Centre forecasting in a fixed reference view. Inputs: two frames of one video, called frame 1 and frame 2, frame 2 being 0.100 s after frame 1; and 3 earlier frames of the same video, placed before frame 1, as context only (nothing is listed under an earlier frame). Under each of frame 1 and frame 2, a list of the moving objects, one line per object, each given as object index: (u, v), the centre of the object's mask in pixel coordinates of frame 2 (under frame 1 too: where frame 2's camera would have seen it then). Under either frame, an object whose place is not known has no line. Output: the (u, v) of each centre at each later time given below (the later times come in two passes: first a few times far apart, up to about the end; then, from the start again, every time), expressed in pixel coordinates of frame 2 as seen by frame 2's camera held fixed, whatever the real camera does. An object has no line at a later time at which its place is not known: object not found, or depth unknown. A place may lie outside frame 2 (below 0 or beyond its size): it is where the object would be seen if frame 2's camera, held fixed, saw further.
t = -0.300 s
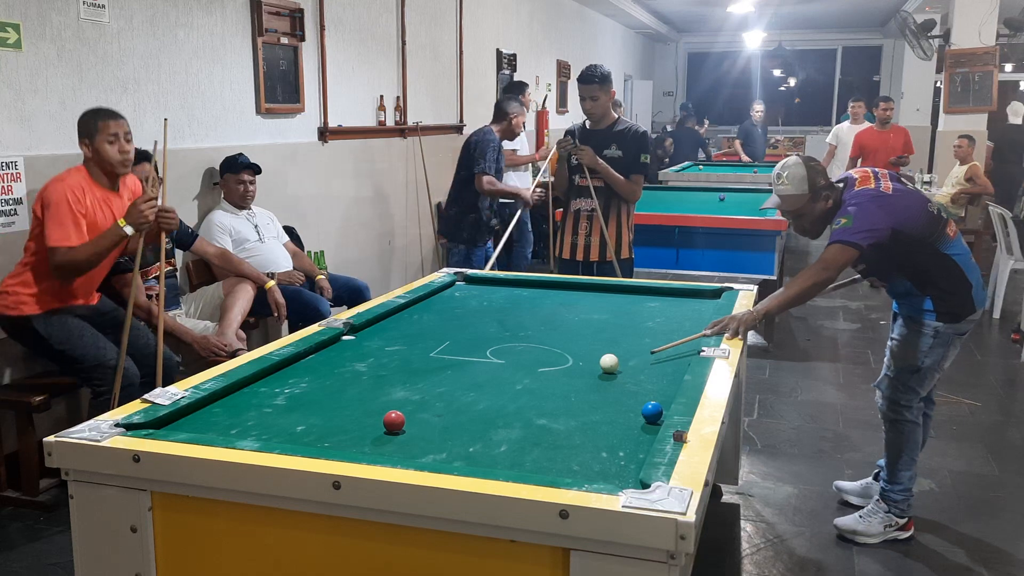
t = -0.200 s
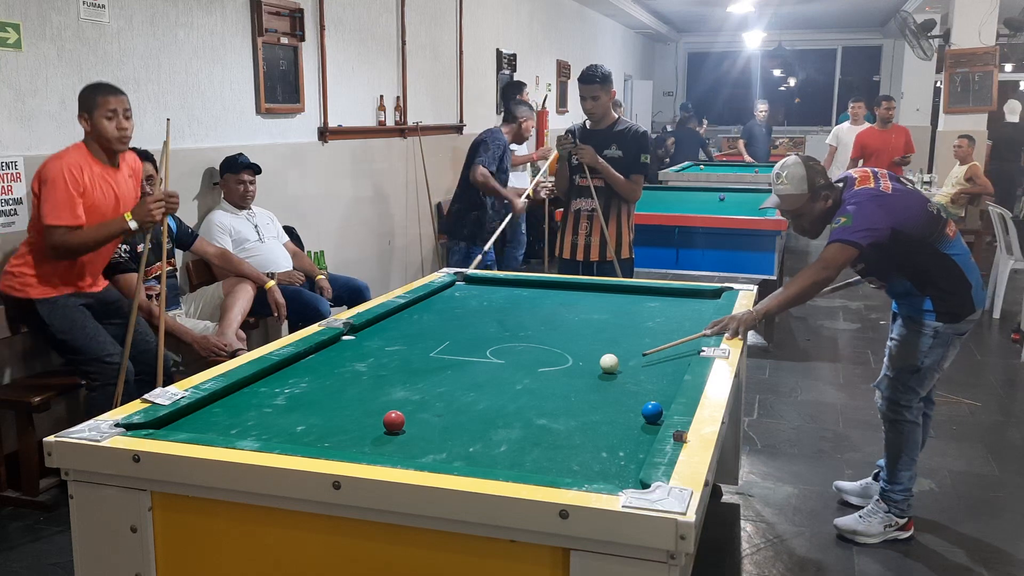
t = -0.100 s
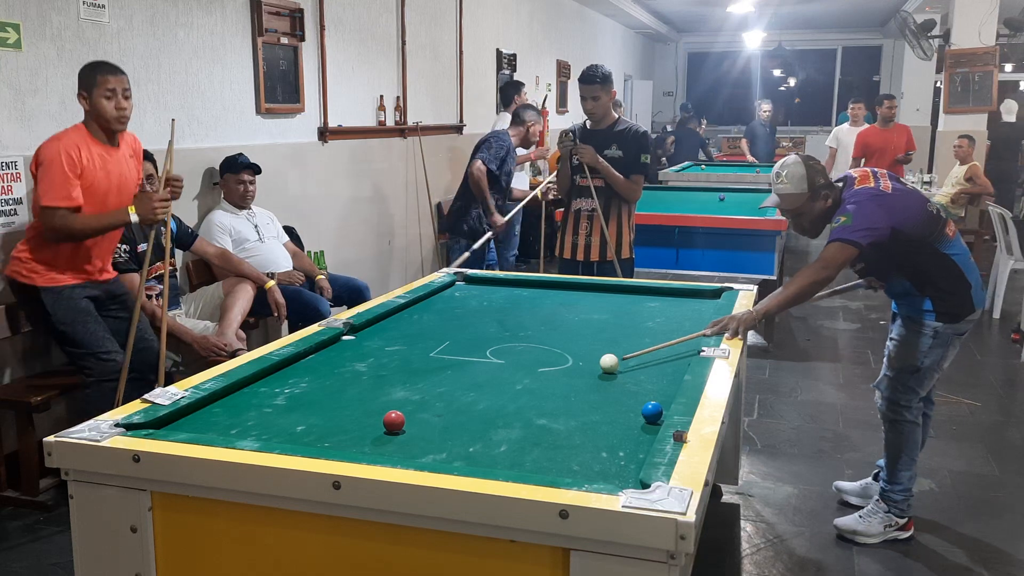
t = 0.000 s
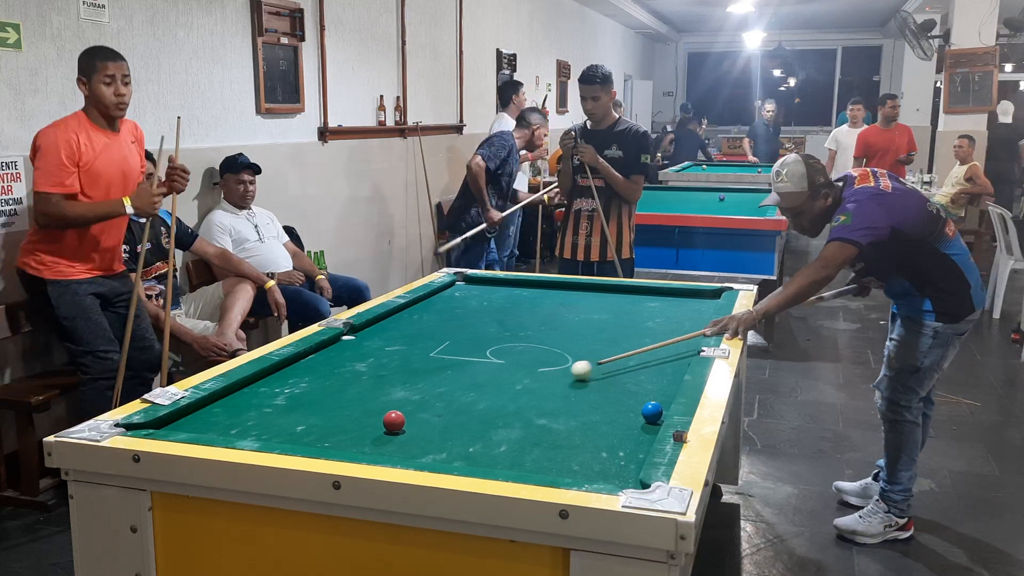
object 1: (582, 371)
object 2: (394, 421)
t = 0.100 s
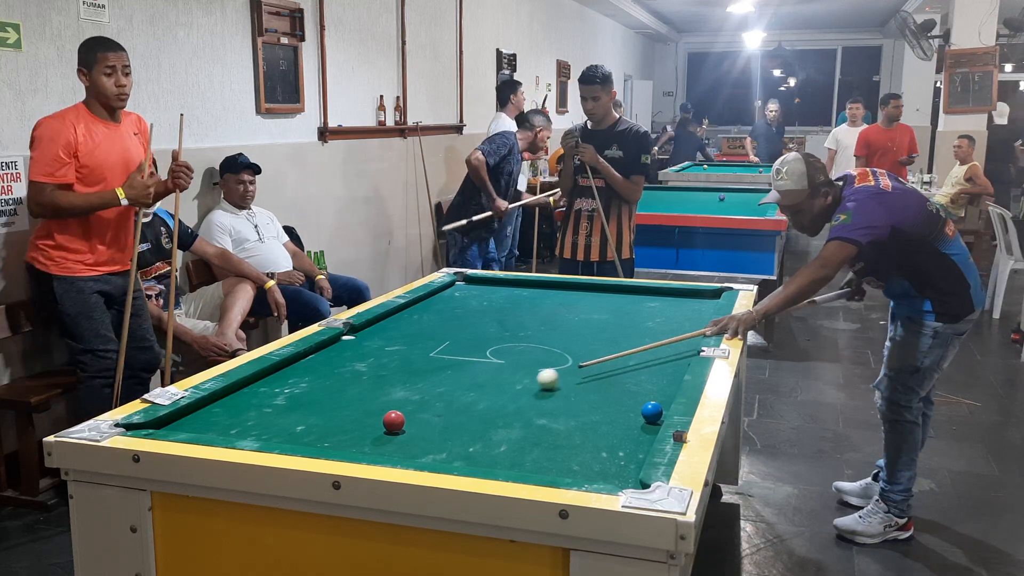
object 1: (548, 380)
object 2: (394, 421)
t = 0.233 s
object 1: (502, 393)
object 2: (394, 421)
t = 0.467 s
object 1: (412, 416)
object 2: (392, 421)
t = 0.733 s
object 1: (374, 424)
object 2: (305, 440)
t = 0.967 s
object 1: (340, 431)
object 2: (308, 425)
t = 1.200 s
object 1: (308, 436)
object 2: (311, 408)
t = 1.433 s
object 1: (282, 437)
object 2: (314, 393)
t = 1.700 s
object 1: (279, 434)
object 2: (317, 379)
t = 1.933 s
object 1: (277, 431)
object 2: (319, 369)
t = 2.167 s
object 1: (275, 427)
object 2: (321, 360)
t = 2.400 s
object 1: (275, 424)
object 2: (323, 352)
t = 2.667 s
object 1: (274, 422)
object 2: (329, 344)
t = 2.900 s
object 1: (274, 421)
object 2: (342, 341)
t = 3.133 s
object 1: (274, 421)
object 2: (354, 337)
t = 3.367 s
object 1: (274, 421)
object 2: (365, 335)
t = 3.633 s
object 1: (274, 421)
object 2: (374, 332)
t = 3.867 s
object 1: (274, 421)
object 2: (381, 331)
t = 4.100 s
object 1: (274, 421)
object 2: (386, 329)
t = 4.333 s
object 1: (274, 420)
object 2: (390, 328)
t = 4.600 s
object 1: (274, 420)
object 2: (392, 327)
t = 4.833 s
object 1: (274, 420)
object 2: (392, 327)
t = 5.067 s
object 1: (274, 420)
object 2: (392, 327)
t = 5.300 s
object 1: (275, 420)
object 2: (392, 327)
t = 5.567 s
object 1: (275, 420)
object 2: (392, 327)
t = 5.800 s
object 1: (275, 420)
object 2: (392, 327)
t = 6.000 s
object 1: (275, 421)
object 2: (392, 327)
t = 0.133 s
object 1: (536, 382)
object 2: (394, 421)
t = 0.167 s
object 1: (525, 386)
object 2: (394, 421)
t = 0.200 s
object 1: (514, 389)
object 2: (394, 421)
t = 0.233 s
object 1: (502, 393)
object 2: (394, 421)
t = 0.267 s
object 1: (489, 395)
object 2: (393, 421)
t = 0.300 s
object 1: (477, 399)
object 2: (393, 421)
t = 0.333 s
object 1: (464, 402)
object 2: (393, 421)
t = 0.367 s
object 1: (451, 406)
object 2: (394, 421)
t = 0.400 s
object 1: (438, 409)
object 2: (394, 421)
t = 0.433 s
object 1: (425, 413)
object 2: (394, 421)
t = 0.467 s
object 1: (412, 416)
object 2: (392, 421)
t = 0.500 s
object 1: (409, 417)
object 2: (378, 425)
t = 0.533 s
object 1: (404, 417)
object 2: (365, 429)
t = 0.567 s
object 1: (399, 418)
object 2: (353, 433)
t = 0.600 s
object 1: (394, 420)
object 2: (342, 436)
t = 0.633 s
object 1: (389, 420)
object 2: (331, 438)
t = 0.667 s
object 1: (384, 422)
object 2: (320, 440)
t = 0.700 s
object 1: (380, 423)
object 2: (309, 441)
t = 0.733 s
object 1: (374, 424)
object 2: (305, 440)
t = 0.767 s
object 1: (370, 425)
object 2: (306, 439)
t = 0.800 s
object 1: (365, 426)
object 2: (306, 437)
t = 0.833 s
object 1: (359, 427)
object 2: (307, 435)
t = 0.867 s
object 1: (355, 428)
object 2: (307, 432)
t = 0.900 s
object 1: (350, 429)
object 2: (308, 430)
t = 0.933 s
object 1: (345, 430)
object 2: (308, 427)
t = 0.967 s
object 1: (340, 431)
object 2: (308, 425)
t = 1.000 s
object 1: (335, 432)
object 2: (309, 422)
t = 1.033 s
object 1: (331, 433)
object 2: (309, 420)
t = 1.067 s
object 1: (326, 434)
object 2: (309, 417)
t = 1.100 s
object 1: (322, 435)
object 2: (310, 414)
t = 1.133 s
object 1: (317, 435)
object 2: (311, 412)
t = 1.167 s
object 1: (313, 436)
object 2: (311, 410)
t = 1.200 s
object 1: (308, 436)
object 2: (311, 408)
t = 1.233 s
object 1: (304, 437)
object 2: (312, 405)
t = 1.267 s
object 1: (299, 437)
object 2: (312, 403)
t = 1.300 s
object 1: (295, 437)
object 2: (312, 401)
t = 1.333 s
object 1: (291, 438)
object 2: (313, 399)
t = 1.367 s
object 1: (286, 438)
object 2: (313, 397)
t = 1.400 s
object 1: (283, 438)
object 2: (314, 395)
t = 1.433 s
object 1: (282, 437)
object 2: (314, 393)
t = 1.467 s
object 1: (282, 437)
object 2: (314, 391)
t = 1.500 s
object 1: (282, 436)
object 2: (315, 389)
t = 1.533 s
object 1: (281, 436)
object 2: (315, 387)
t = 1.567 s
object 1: (281, 435)
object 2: (315, 386)
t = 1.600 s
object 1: (280, 435)
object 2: (316, 384)
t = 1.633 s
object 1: (280, 434)
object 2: (316, 382)
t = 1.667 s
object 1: (279, 434)
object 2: (316, 381)
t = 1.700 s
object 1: (279, 434)
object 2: (317, 379)
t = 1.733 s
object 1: (279, 433)
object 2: (317, 378)
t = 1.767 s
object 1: (278, 433)
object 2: (317, 376)
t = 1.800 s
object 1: (278, 433)
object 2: (318, 374)
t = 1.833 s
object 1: (278, 432)
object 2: (318, 373)
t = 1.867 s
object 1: (277, 432)
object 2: (318, 371)
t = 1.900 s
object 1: (277, 431)
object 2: (318, 370)
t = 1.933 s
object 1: (277, 431)
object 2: (319, 369)
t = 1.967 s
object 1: (277, 430)
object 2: (319, 367)
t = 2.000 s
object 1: (276, 430)
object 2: (319, 366)
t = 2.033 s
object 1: (276, 429)
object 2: (320, 365)
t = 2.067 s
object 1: (276, 429)
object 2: (320, 363)
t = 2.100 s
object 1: (276, 428)
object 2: (321, 362)
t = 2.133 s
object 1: (276, 428)
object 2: (321, 361)
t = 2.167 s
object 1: (275, 427)
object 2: (321, 360)
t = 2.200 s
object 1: (275, 426)
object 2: (321, 358)
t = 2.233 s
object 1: (275, 426)
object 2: (321, 357)
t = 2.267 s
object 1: (275, 425)
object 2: (322, 356)
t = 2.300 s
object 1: (275, 425)
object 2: (322, 355)
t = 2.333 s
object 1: (275, 425)
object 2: (322, 354)
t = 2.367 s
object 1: (275, 425)
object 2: (323, 353)
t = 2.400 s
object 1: (275, 424)
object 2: (323, 352)
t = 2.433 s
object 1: (275, 424)
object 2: (324, 351)
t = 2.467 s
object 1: (274, 424)
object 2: (324, 350)
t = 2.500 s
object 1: (275, 423)
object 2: (324, 349)
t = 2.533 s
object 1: (274, 423)
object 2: (324, 348)
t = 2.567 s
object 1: (274, 423)
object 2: (325, 347)
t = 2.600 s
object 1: (274, 422)
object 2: (325, 346)
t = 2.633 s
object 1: (274, 422)
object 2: (327, 345)
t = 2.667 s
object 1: (274, 422)
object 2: (329, 344)
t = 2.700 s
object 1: (274, 422)
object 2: (331, 344)
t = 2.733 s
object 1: (274, 422)
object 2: (333, 343)
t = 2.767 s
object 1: (274, 421)
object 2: (335, 343)
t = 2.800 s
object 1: (274, 421)
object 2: (337, 342)
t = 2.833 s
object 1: (274, 421)
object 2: (339, 342)
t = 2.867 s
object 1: (274, 421)
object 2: (340, 341)
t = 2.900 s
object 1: (274, 421)
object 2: (342, 341)
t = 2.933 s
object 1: (274, 421)
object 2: (344, 340)
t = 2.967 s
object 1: (274, 421)
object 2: (346, 340)
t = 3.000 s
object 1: (274, 421)
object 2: (348, 339)
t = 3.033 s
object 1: (274, 421)
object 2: (349, 339)
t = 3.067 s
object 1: (274, 421)
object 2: (351, 338)
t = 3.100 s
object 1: (274, 421)
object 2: (353, 338)
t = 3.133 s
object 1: (274, 421)
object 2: (354, 337)
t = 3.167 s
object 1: (274, 421)
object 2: (356, 337)
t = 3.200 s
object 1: (274, 421)
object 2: (357, 337)
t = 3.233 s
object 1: (274, 421)
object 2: (359, 336)
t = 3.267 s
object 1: (274, 421)
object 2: (360, 336)
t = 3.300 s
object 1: (274, 421)
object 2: (362, 336)
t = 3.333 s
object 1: (274, 421)
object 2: (363, 335)
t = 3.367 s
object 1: (274, 421)
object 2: (365, 335)
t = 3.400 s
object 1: (274, 421)
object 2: (366, 335)
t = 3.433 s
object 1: (274, 421)
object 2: (367, 334)
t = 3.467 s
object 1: (274, 421)
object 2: (369, 334)
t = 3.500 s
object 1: (274, 421)
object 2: (370, 334)
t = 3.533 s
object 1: (274, 421)
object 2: (371, 333)
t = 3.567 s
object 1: (274, 421)
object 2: (372, 333)
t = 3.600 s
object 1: (274, 421)
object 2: (373, 333)
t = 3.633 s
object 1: (274, 421)
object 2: (374, 332)
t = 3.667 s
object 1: (274, 421)
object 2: (375, 332)
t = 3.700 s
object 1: (274, 421)
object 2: (376, 332)
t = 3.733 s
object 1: (274, 421)
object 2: (378, 332)
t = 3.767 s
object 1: (274, 421)
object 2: (378, 331)
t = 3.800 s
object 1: (275, 421)
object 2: (379, 331)
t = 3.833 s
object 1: (274, 421)
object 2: (380, 331)
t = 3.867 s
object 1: (274, 421)
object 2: (381, 331)
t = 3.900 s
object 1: (274, 421)
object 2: (382, 330)
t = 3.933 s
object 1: (274, 421)
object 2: (383, 330)
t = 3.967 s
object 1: (274, 421)
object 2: (383, 330)
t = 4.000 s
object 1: (274, 421)
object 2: (384, 330)
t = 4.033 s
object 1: (274, 421)
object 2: (385, 330)
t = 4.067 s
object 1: (274, 421)
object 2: (386, 329)
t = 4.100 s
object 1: (274, 421)
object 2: (386, 329)
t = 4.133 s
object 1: (274, 421)
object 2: (387, 329)
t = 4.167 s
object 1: (274, 420)
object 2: (388, 329)
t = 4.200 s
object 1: (274, 420)
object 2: (388, 329)
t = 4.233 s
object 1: (274, 420)
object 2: (389, 329)
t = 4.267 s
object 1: (274, 420)
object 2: (389, 329)
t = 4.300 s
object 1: (274, 420)
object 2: (390, 328)
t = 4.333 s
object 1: (274, 420)
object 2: (390, 328)
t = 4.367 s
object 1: (274, 420)
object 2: (390, 328)
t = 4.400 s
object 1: (274, 420)
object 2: (391, 328)
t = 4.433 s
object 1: (274, 420)
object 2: (391, 328)
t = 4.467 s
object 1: (274, 420)
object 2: (391, 328)
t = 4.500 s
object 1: (274, 420)
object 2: (391, 328)
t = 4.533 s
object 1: (274, 420)
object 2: (391, 328)
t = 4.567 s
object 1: (274, 420)
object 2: (391, 327)
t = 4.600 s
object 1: (274, 420)
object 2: (392, 327)
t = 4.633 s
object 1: (274, 420)
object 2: (392, 327)
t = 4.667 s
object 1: (274, 420)
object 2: (392, 327)
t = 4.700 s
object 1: (274, 420)
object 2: (392, 327)
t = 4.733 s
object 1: (274, 420)
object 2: (392, 327)
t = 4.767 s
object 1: (274, 420)
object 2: (392, 327)
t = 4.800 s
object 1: (274, 420)
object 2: (392, 327)
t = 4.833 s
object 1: (274, 420)
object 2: (392, 327)
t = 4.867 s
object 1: (275, 420)
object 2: (392, 327)
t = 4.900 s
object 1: (274, 420)
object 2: (392, 327)
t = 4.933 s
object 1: (274, 420)
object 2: (392, 327)
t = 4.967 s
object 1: (274, 420)
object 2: (392, 327)
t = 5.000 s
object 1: (274, 420)
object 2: (392, 327)
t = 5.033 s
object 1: (274, 420)
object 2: (392, 327)
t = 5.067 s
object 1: (274, 420)
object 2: (392, 327)
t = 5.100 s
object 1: (274, 421)
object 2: (392, 327)
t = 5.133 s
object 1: (274, 420)
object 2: (392, 327)
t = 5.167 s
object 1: (274, 421)
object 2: (392, 327)
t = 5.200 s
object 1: (274, 420)
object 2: (392, 327)
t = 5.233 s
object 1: (275, 420)
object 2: (392, 327)
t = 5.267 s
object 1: (275, 420)
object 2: (392, 327)
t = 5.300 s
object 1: (275, 420)
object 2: (392, 327)
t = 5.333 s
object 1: (275, 420)
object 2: (392, 327)
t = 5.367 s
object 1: (275, 420)
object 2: (392, 327)
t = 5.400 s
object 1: (275, 420)
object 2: (392, 327)
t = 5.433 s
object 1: (274, 420)
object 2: (392, 327)
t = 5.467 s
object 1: (275, 420)
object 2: (392, 327)
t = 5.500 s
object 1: (275, 420)
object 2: (392, 327)
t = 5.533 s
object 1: (275, 420)
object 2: (392, 327)
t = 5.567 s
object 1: (275, 420)
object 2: (392, 327)
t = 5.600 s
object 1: (275, 420)
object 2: (392, 327)
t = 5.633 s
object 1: (275, 420)
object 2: (392, 327)
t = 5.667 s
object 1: (275, 421)
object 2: (392, 327)
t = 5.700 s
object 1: (275, 420)
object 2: (392, 327)
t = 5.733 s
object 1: (275, 421)
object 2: (392, 327)
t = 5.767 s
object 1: (275, 421)
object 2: (392, 327)
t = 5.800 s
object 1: (275, 420)
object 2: (392, 327)
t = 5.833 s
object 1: (275, 421)
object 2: (392, 327)
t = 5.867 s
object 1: (274, 421)
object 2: (392, 327)
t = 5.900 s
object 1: (275, 420)
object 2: (392, 327)
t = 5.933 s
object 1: (275, 420)
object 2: (392, 327)
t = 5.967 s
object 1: (275, 421)
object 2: (392, 327)
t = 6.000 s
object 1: (275, 421)
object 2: (392, 327)
